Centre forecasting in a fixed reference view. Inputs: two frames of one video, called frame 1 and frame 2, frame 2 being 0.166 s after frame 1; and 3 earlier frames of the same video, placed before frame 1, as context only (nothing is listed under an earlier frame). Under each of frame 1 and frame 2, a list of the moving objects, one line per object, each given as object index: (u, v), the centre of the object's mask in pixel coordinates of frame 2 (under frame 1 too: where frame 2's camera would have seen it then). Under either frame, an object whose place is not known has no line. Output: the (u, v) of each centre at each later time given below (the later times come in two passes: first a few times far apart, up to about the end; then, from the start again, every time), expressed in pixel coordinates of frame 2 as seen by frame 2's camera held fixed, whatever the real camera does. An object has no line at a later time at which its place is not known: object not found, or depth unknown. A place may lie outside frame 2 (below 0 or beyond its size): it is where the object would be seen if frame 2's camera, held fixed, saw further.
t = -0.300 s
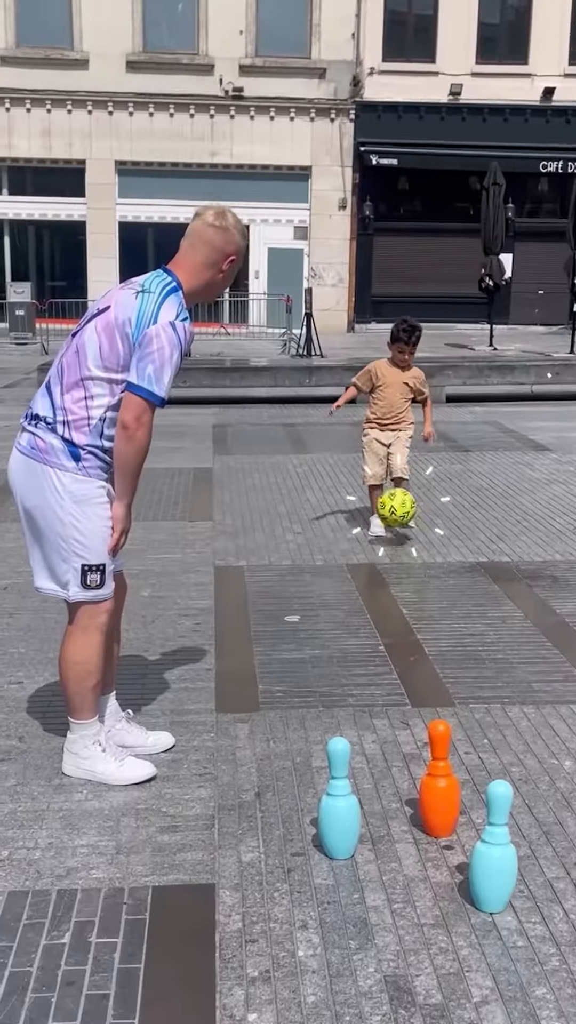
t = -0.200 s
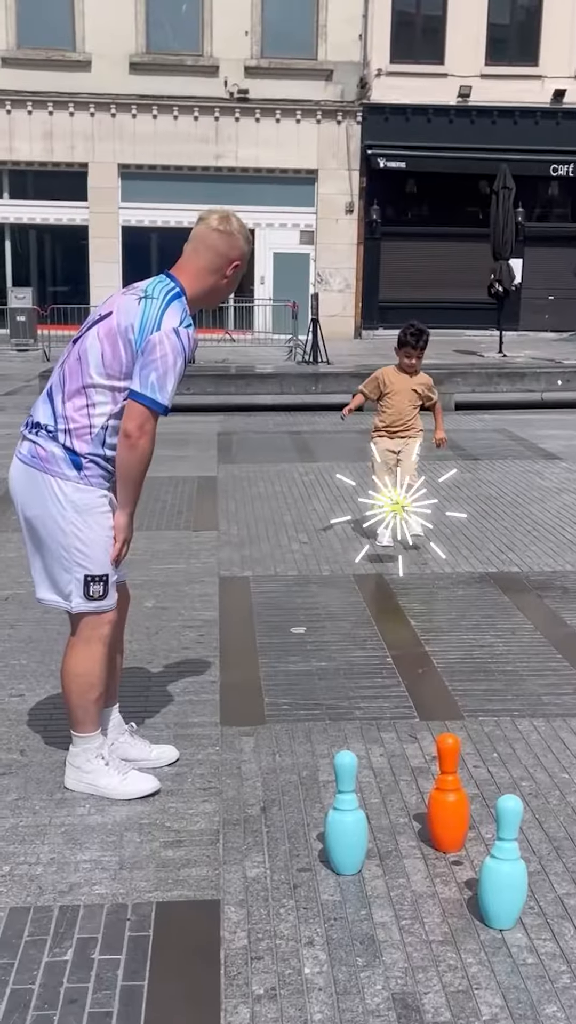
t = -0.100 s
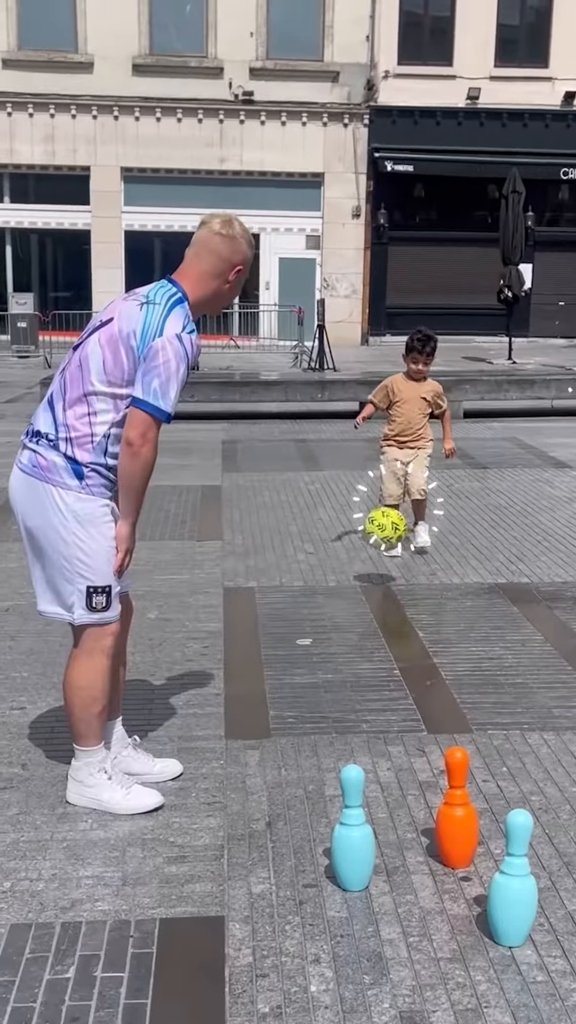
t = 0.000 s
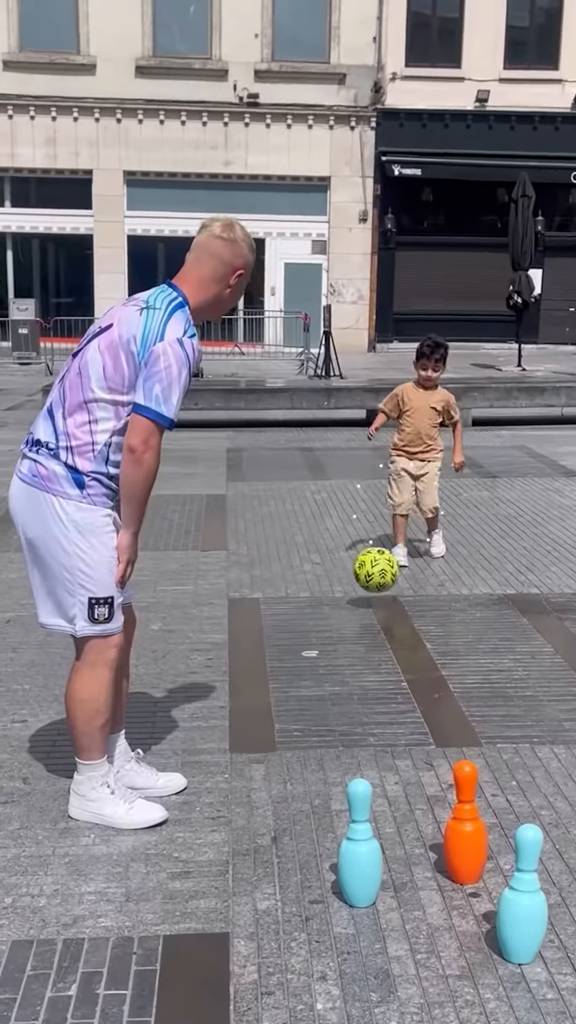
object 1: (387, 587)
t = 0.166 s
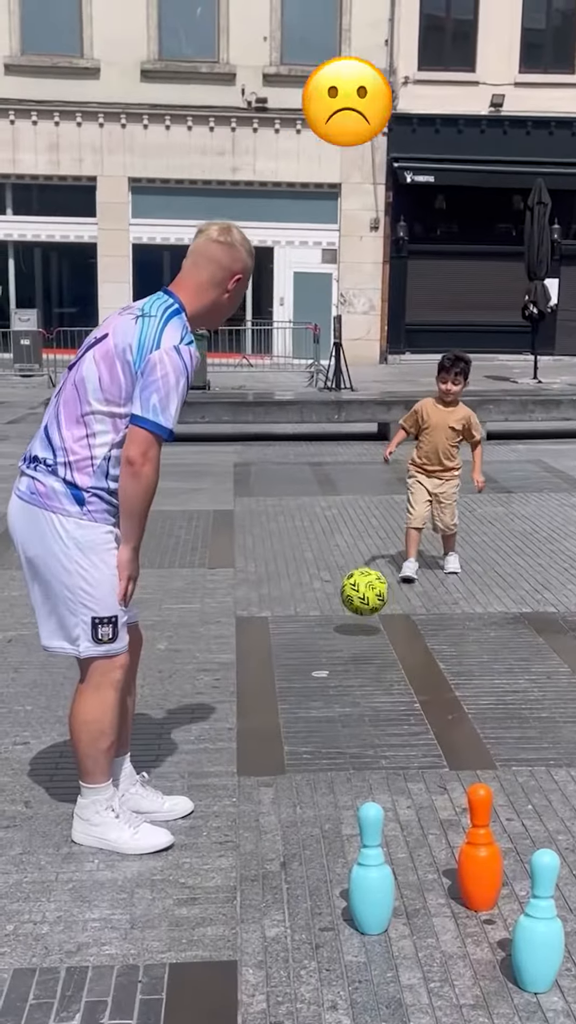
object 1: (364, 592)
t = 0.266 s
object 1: (351, 594)
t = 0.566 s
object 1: (308, 618)
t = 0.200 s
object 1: (360, 590)
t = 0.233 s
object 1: (356, 590)
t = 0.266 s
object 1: (351, 594)
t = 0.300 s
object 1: (346, 599)
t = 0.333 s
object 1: (341, 607)
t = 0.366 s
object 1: (337, 618)
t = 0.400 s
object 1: (332, 620)
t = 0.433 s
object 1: (327, 615)
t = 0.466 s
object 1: (323, 612)
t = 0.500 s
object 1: (318, 612)
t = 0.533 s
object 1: (313, 613)
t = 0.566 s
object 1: (308, 618)
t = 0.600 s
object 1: (303, 625)
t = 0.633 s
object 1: (297, 632)
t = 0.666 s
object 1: (292, 627)
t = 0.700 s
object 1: (287, 625)
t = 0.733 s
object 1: (282, 626)
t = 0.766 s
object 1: (276, 631)
